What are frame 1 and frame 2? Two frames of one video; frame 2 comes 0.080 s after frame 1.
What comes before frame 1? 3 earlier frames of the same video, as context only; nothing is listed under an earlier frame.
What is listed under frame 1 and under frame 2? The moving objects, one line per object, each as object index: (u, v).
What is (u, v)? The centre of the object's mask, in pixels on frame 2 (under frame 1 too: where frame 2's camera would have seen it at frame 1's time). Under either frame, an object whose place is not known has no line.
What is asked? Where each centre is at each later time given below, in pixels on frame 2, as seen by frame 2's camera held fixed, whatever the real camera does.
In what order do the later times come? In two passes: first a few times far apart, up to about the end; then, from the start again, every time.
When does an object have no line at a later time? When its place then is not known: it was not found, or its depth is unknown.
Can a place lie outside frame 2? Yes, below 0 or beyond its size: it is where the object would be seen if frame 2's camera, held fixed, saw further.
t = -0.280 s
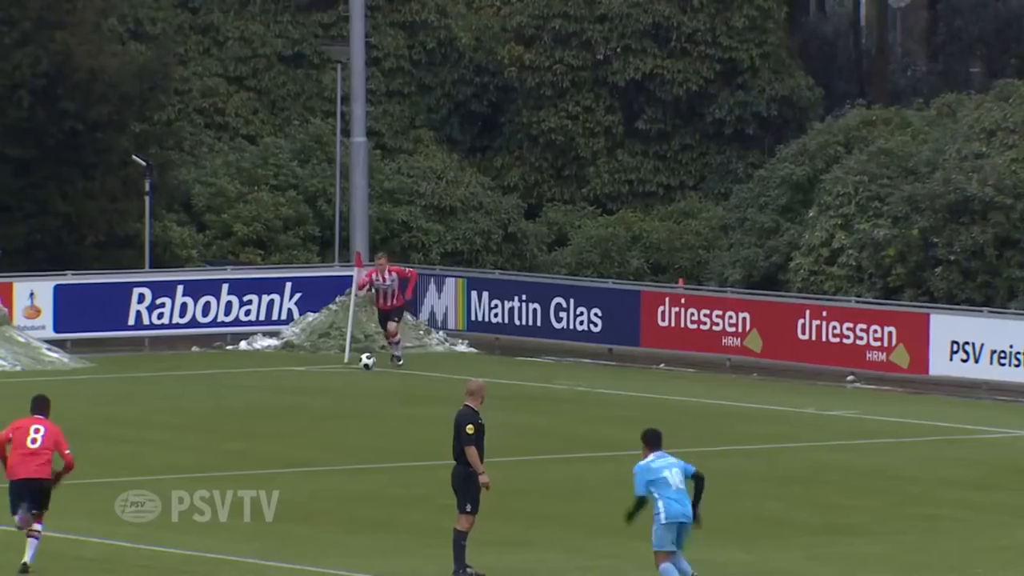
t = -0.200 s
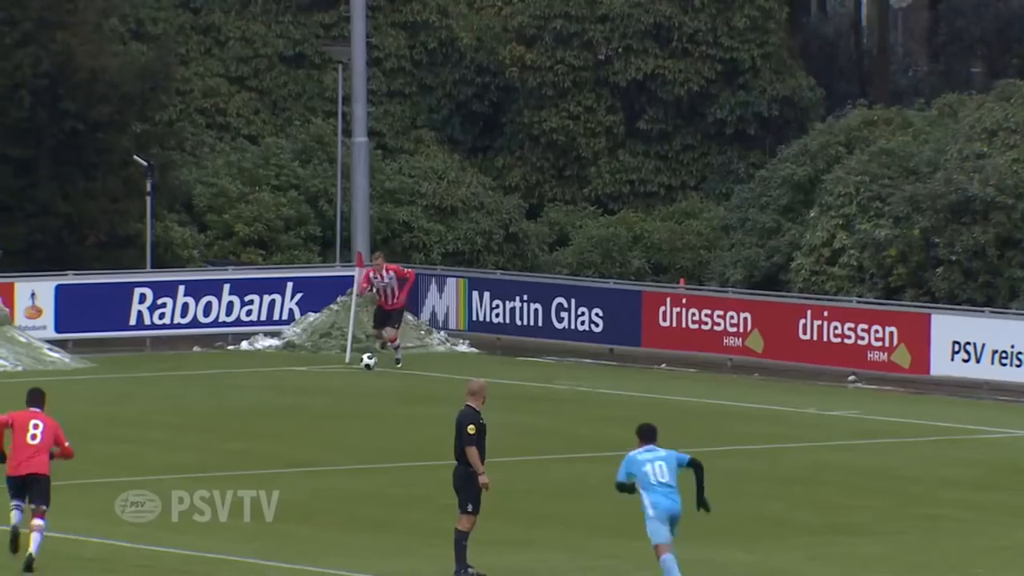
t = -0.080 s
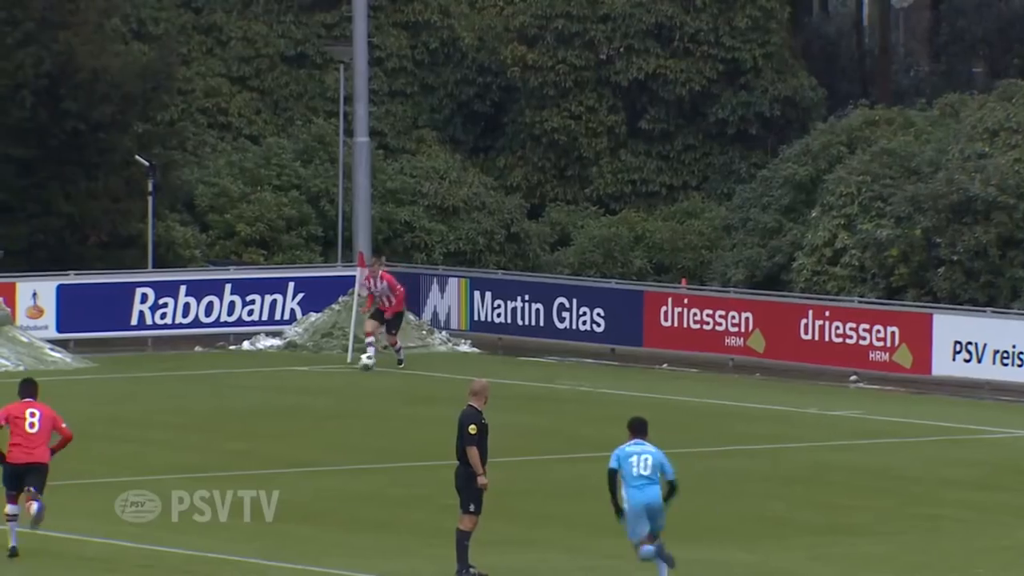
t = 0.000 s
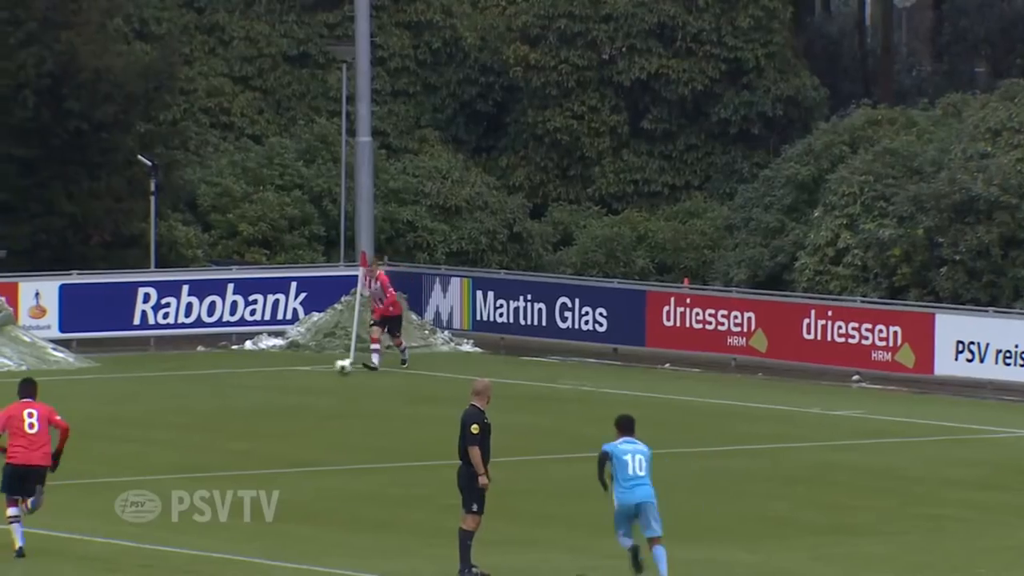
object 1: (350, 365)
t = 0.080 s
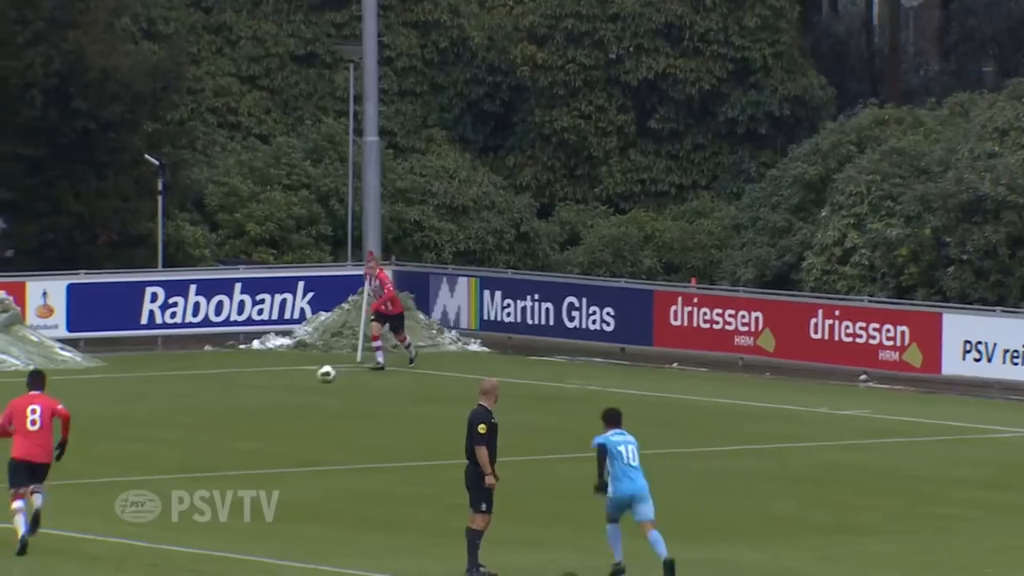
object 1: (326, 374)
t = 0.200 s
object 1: (291, 382)
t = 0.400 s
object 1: (233, 397)
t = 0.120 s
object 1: (314, 377)
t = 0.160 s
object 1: (303, 379)
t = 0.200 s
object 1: (291, 382)
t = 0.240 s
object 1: (279, 385)
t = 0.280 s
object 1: (266, 389)
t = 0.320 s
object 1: (255, 392)
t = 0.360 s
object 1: (244, 394)
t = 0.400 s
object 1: (233, 397)
